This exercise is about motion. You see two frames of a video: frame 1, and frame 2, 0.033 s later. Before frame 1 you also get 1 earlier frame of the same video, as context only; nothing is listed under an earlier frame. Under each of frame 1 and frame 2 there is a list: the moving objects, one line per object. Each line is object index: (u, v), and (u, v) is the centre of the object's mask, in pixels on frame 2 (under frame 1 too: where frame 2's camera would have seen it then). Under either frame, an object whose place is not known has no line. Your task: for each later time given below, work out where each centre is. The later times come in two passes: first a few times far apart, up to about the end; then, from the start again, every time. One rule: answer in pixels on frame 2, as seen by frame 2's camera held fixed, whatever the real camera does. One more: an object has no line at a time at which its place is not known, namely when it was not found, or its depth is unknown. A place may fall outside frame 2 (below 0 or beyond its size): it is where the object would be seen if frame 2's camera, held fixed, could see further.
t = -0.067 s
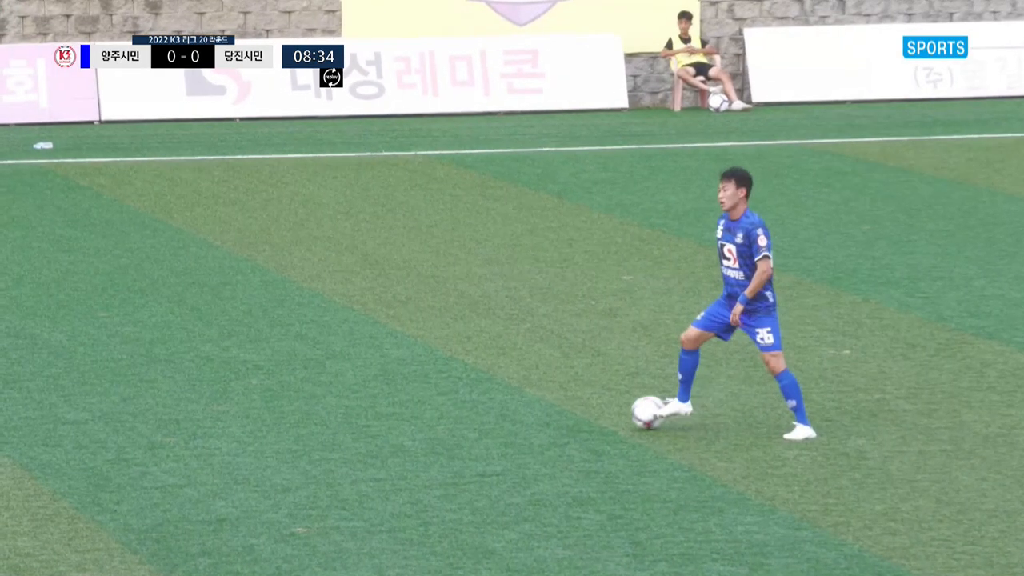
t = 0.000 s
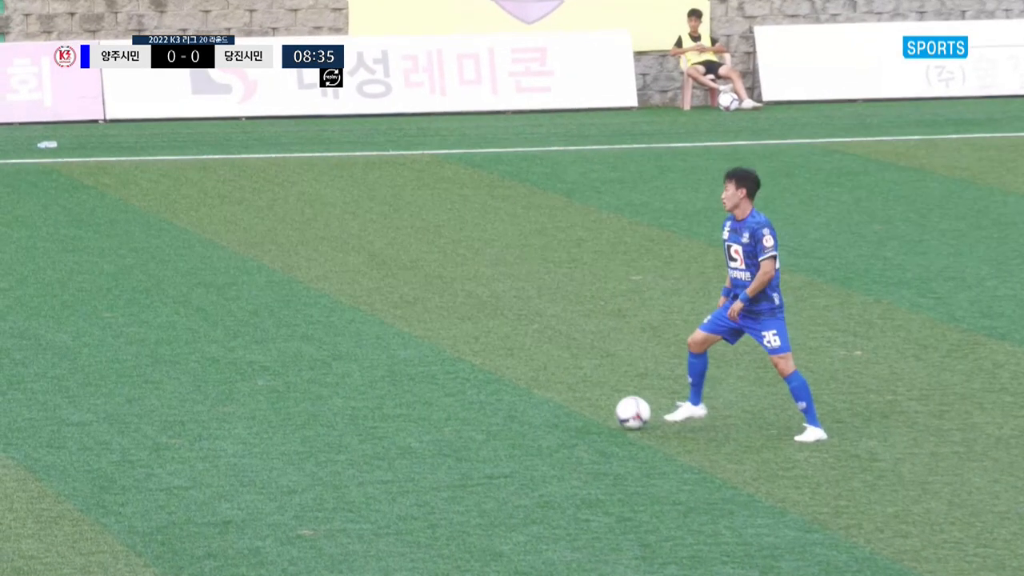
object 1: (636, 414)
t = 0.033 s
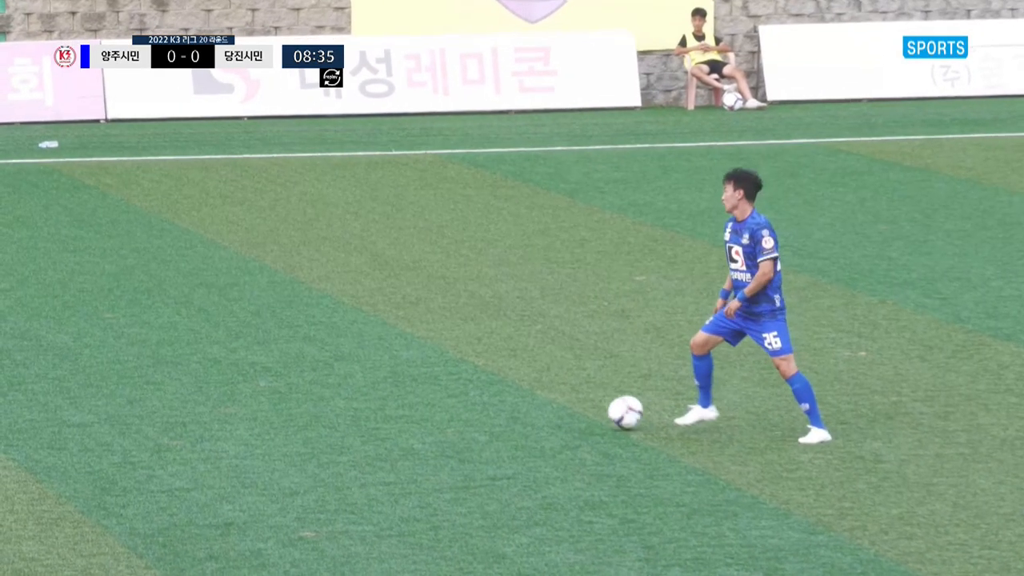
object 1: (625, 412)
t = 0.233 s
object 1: (566, 409)
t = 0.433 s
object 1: (513, 405)
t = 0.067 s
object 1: (614, 412)
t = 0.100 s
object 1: (604, 412)
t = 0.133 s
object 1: (594, 410)
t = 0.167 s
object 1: (584, 410)
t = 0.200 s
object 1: (576, 410)
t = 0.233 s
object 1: (566, 409)
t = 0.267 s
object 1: (557, 409)
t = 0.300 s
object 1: (548, 409)
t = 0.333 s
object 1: (539, 408)
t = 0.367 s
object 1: (530, 407)
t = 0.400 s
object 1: (521, 406)
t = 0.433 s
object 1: (513, 405)
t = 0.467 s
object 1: (504, 404)
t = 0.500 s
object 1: (496, 404)
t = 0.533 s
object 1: (488, 404)
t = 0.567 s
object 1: (479, 403)
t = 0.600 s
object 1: (471, 403)
